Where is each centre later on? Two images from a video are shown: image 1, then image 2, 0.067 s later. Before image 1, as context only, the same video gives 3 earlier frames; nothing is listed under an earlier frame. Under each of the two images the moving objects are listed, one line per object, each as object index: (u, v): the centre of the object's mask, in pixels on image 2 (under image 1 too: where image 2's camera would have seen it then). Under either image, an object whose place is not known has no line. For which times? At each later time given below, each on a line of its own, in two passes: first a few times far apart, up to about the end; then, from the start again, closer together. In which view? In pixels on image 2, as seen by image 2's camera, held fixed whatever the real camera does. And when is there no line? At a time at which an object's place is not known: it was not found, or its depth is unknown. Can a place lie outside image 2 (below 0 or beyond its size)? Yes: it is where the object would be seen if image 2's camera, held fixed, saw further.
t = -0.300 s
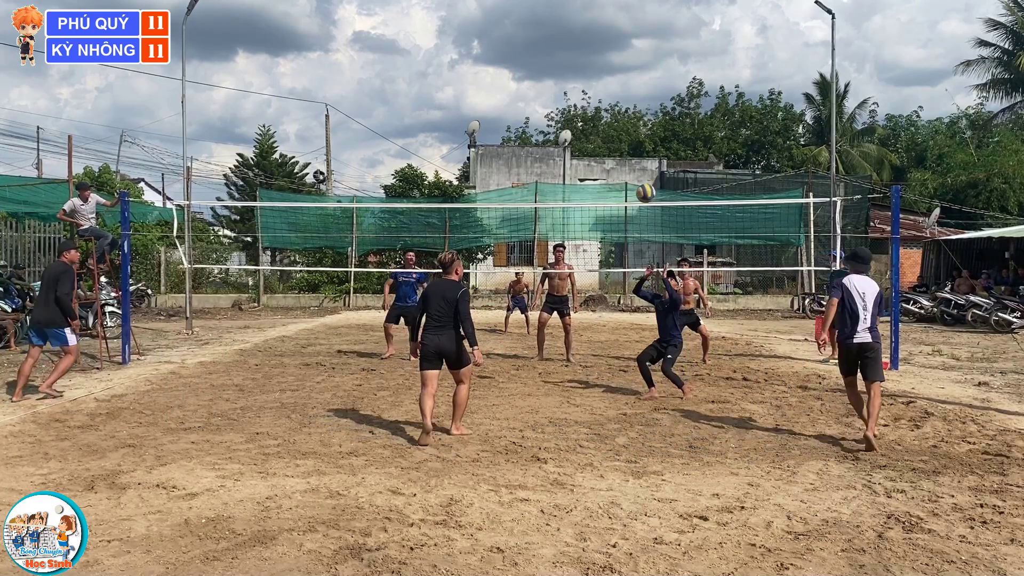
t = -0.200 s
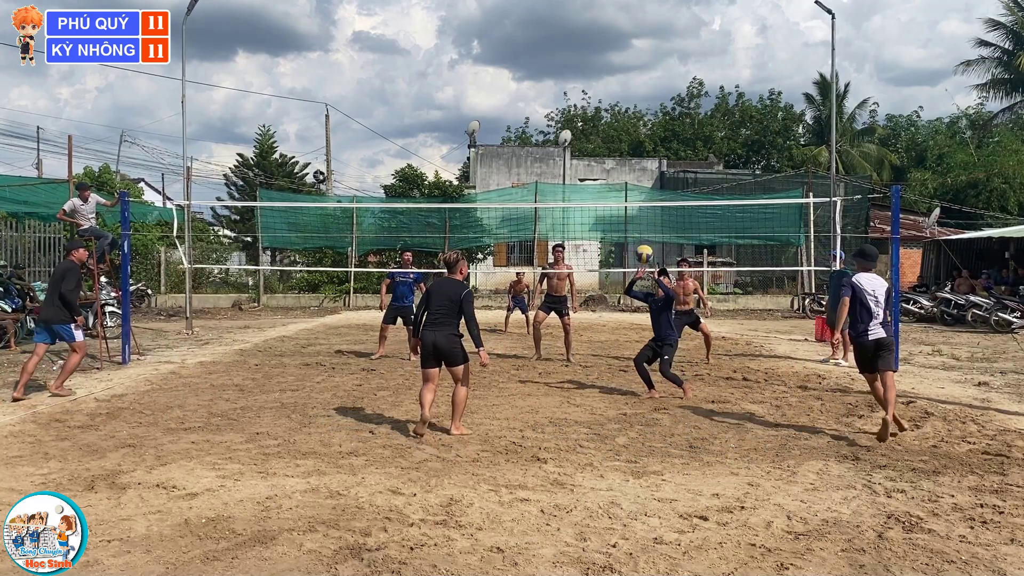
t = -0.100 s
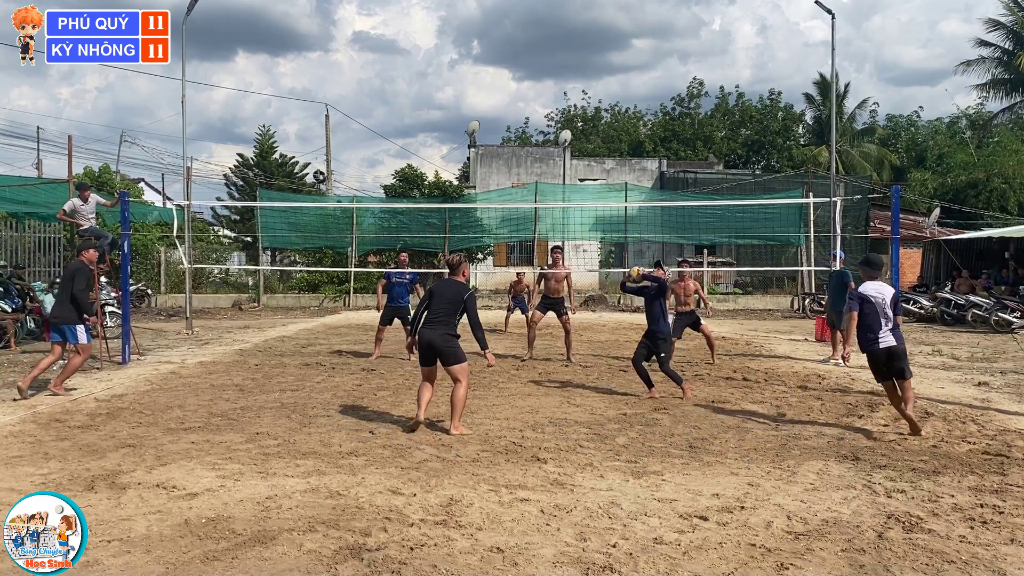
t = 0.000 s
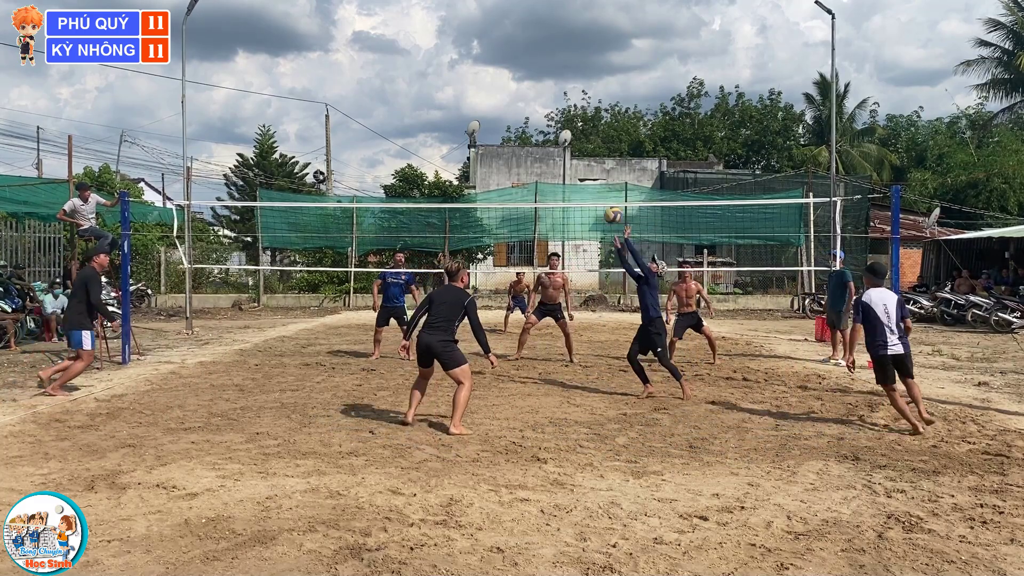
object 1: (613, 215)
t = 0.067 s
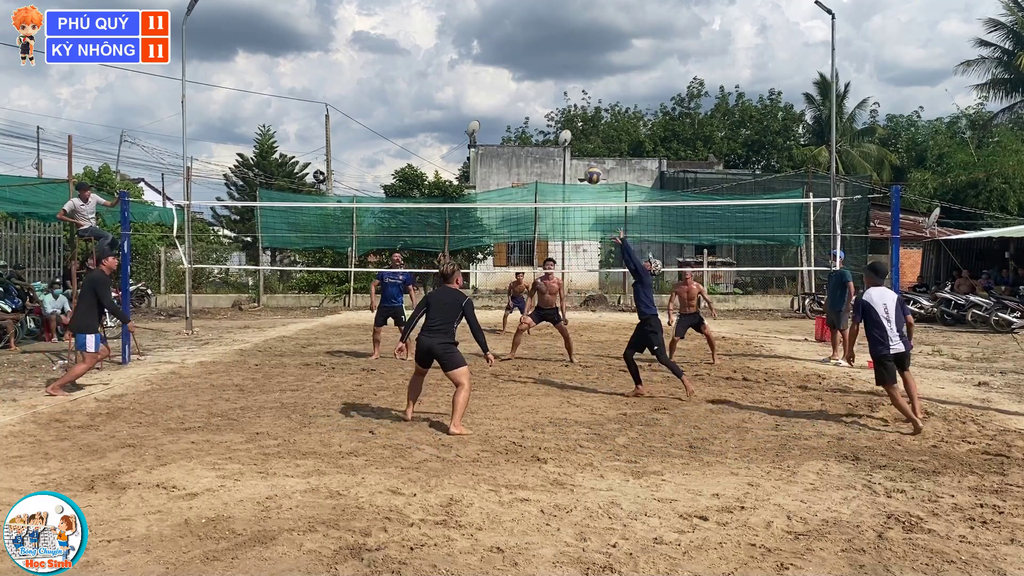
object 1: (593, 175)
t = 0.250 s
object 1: (542, 91)
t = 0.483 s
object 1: (485, 30)
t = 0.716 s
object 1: (433, 18)
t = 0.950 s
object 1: (385, 47)
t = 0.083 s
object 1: (588, 166)
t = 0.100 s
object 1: (584, 157)
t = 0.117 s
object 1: (579, 149)
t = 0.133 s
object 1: (574, 140)
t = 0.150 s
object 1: (570, 132)
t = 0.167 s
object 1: (565, 125)
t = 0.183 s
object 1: (560, 117)
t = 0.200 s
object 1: (555, 110)
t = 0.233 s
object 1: (546, 97)
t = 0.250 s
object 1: (542, 91)
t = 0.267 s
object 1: (538, 85)
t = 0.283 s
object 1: (533, 79)
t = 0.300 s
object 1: (529, 74)
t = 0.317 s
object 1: (525, 68)
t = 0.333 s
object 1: (521, 63)
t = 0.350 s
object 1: (517, 59)
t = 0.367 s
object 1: (513, 54)
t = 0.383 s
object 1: (508, 50)
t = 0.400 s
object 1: (505, 46)
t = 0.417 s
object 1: (501, 43)
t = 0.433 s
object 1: (497, 39)
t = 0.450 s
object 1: (493, 36)
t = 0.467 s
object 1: (489, 33)
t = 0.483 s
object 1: (485, 30)
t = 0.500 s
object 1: (481, 28)
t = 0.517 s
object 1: (477, 26)
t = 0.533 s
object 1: (474, 24)
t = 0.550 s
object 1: (470, 22)
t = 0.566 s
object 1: (466, 20)
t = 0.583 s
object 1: (462, 19)
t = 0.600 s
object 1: (458, 18)
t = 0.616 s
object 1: (455, 18)
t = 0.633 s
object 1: (451, 17)
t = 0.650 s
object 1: (447, 17)
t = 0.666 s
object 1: (444, 17)
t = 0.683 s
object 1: (440, 17)
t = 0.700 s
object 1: (436, 17)
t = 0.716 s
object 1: (433, 18)
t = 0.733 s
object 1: (429, 18)
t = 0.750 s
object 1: (426, 19)
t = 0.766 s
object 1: (422, 20)
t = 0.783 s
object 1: (418, 22)
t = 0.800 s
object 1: (415, 23)
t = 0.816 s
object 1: (412, 25)
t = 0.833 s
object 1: (408, 27)
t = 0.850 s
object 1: (405, 30)
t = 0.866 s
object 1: (401, 32)
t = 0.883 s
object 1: (398, 35)
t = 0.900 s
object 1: (394, 38)
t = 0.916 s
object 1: (391, 40)
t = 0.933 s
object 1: (388, 44)
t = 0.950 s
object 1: (385, 47)
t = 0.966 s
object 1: (382, 50)
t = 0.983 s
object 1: (378, 54)
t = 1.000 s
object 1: (375, 58)
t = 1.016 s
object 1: (372, 62)
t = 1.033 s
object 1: (369, 66)
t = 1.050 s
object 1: (366, 71)
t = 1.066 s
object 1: (363, 76)
